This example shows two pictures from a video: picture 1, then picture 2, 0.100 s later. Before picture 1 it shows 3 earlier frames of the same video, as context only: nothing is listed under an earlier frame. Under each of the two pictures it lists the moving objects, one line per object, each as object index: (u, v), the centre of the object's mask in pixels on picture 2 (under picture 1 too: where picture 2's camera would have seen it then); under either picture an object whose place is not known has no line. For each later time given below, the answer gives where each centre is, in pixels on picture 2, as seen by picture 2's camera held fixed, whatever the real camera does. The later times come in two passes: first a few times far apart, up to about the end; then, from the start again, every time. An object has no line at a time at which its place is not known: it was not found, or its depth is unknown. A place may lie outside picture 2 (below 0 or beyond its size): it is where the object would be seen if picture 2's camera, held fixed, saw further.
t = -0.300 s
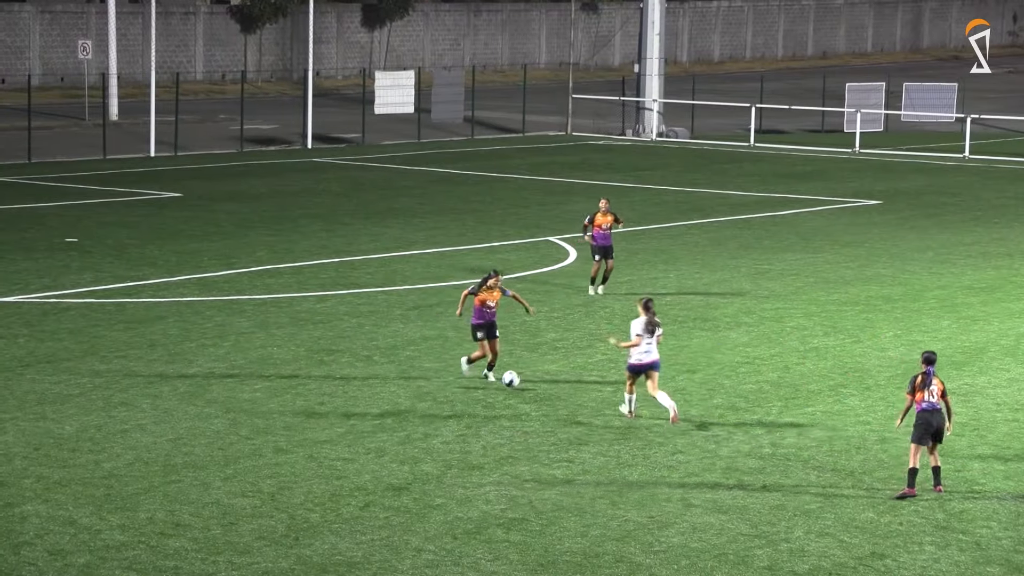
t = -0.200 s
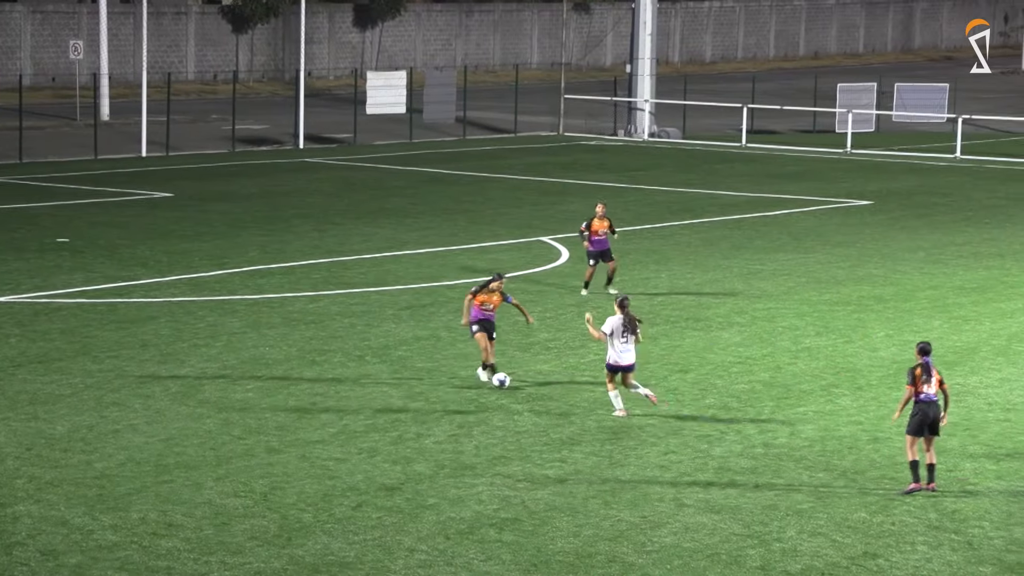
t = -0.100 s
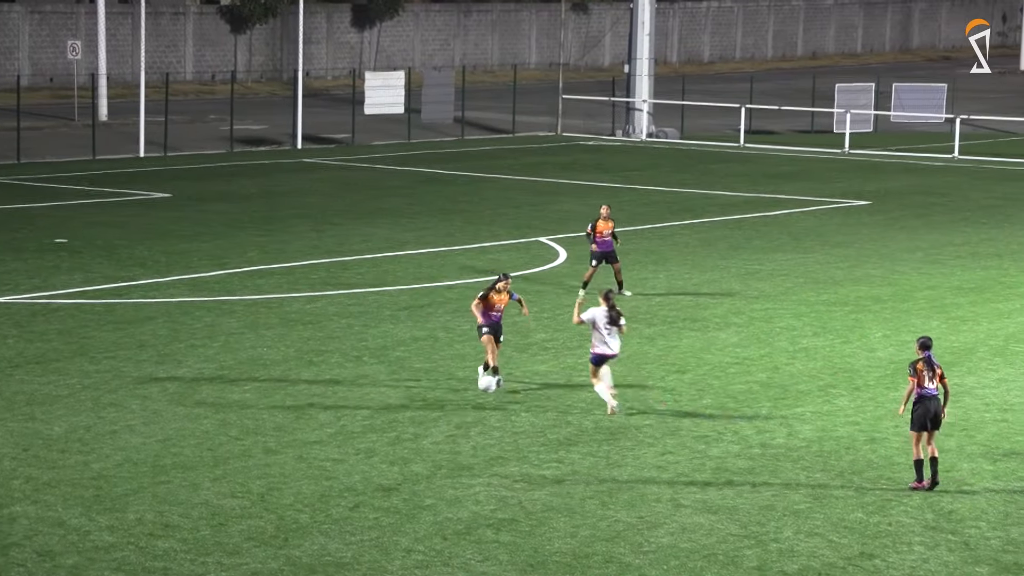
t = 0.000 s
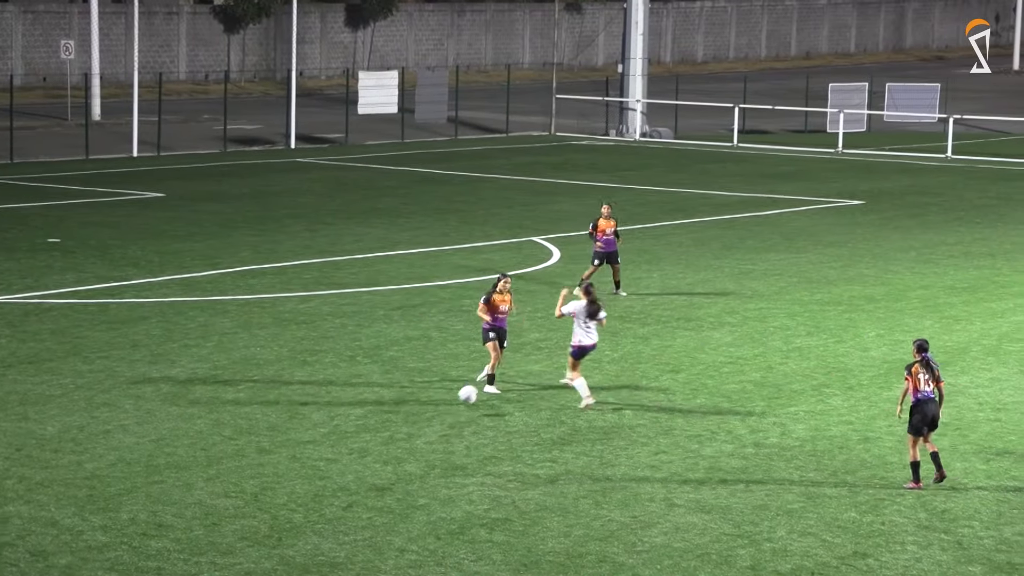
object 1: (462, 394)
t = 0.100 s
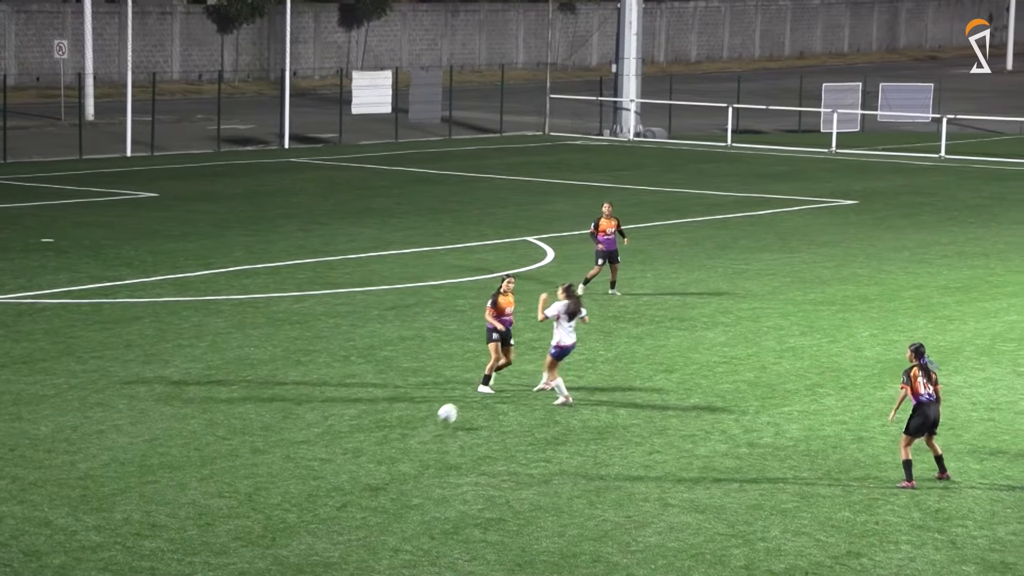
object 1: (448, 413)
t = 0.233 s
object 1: (426, 431)
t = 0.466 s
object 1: (385, 461)
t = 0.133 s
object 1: (443, 422)
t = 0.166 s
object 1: (437, 430)
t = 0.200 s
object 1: (431, 431)
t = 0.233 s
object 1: (426, 431)
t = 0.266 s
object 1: (421, 433)
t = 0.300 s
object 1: (414, 436)
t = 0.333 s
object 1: (409, 440)
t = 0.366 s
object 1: (403, 446)
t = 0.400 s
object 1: (397, 452)
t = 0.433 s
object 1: (391, 458)
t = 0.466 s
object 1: (385, 461)
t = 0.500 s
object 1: (379, 462)
